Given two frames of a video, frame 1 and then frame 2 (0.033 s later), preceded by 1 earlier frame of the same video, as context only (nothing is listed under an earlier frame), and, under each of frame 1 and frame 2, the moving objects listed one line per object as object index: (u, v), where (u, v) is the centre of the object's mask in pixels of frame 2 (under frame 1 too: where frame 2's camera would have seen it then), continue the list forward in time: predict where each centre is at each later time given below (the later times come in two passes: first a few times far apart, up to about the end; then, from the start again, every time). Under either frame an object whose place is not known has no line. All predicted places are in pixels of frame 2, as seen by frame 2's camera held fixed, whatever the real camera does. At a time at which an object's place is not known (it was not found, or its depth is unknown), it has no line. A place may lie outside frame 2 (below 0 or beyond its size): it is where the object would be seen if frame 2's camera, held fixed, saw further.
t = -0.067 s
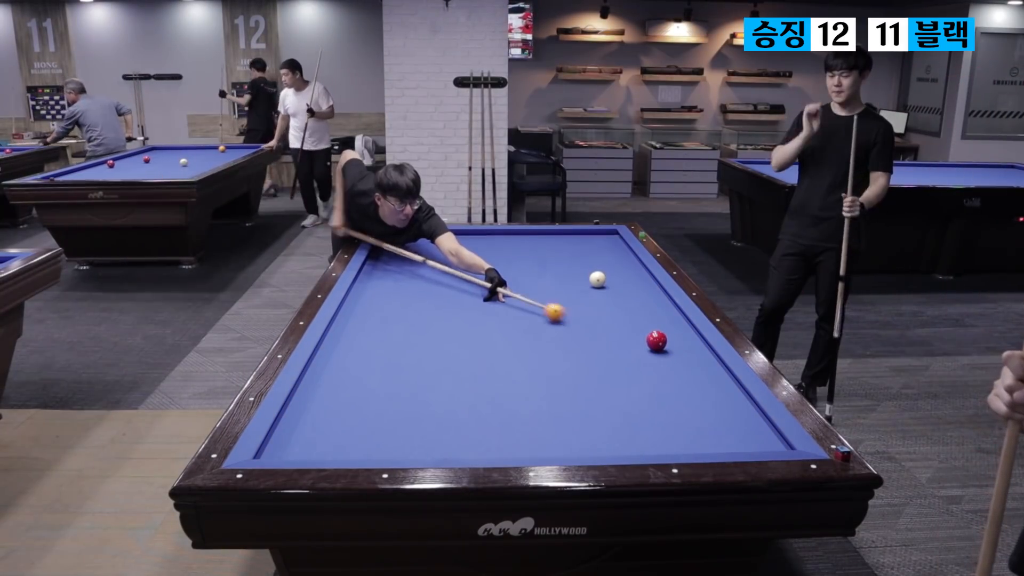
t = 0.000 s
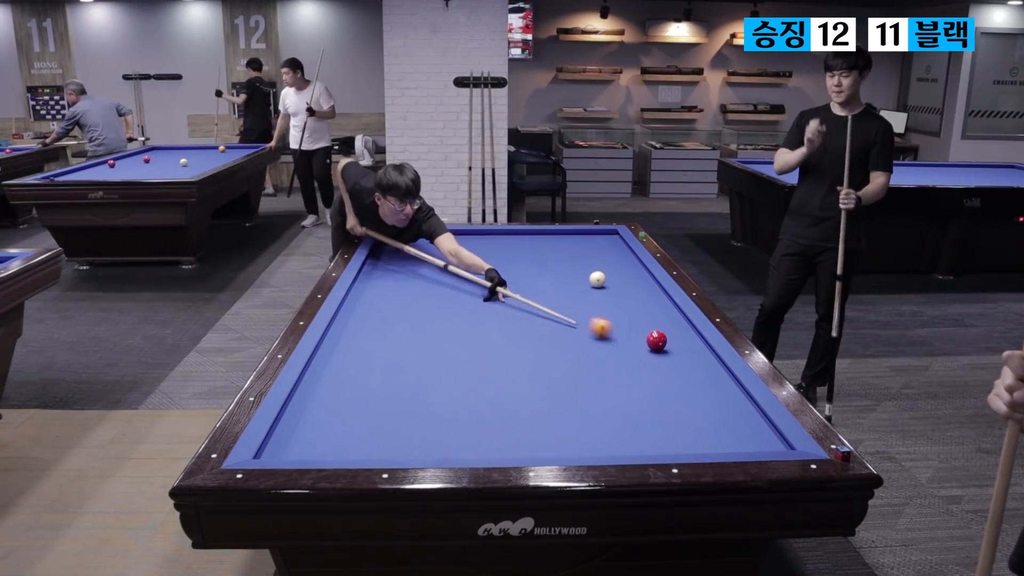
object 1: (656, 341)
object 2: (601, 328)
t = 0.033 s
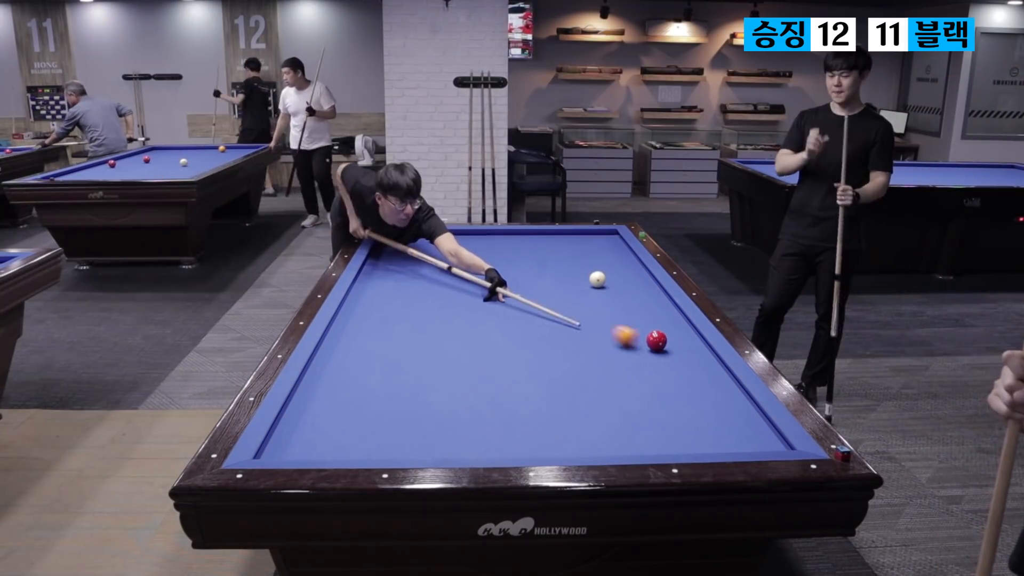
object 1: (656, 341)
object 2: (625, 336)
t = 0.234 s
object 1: (646, 348)
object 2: (648, 383)
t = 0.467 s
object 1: (555, 356)
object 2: (670, 440)
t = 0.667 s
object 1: (477, 362)
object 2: (684, 416)
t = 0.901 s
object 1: (383, 370)
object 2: (697, 387)
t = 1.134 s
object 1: (329, 375)
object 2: (709, 365)
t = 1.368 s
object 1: (389, 377)
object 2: (689, 344)
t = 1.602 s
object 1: (443, 380)
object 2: (663, 325)
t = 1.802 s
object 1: (490, 382)
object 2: (643, 311)
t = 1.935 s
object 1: (520, 383)
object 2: (631, 303)
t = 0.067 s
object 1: (670, 341)
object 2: (637, 344)
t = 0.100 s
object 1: (692, 342)
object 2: (639, 352)
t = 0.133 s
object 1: (691, 343)
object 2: (641, 359)
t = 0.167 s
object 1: (676, 345)
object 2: (643, 367)
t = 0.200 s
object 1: (661, 347)
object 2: (646, 375)
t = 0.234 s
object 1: (646, 348)
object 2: (648, 383)
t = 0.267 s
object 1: (632, 349)
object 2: (651, 391)
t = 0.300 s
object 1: (619, 350)
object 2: (654, 399)
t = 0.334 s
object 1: (606, 351)
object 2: (657, 406)
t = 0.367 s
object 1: (594, 352)
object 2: (660, 415)
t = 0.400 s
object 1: (581, 353)
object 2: (663, 424)
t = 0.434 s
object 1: (568, 354)
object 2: (666, 432)
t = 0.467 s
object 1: (555, 356)
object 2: (670, 440)
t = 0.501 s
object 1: (543, 357)
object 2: (673, 445)
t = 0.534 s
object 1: (530, 358)
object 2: (676, 441)
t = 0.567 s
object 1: (517, 359)
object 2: (678, 435)
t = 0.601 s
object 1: (504, 360)
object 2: (679, 428)
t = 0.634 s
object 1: (491, 361)
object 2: (682, 421)
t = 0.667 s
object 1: (477, 362)
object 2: (684, 416)
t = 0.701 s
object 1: (464, 363)
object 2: (686, 411)
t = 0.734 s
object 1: (451, 364)
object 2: (688, 406)
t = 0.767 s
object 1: (438, 365)
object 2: (690, 402)
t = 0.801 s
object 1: (424, 366)
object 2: (692, 398)
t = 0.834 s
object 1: (411, 367)
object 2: (694, 394)
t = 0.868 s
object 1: (397, 368)
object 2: (695, 391)
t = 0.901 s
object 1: (383, 370)
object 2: (697, 387)
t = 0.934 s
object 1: (369, 370)
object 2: (699, 383)
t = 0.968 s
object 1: (355, 372)
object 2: (701, 380)
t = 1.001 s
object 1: (342, 373)
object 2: (702, 377)
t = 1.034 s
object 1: (328, 373)
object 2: (704, 374)
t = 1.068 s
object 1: (314, 375)
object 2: (706, 371)
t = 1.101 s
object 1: (318, 375)
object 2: (707, 368)
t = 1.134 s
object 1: (329, 375)
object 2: (709, 365)
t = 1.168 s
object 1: (340, 376)
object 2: (710, 362)
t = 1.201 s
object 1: (349, 376)
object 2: (711, 359)
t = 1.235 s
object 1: (358, 376)
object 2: (706, 356)
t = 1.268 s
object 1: (366, 376)
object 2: (702, 352)
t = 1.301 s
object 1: (374, 377)
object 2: (697, 350)
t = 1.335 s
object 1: (382, 377)
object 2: (693, 346)
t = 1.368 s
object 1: (389, 377)
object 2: (689, 344)
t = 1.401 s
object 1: (397, 378)
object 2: (685, 341)
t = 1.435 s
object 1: (405, 378)
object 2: (681, 338)
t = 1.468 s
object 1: (413, 378)
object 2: (677, 335)
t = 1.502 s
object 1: (420, 379)
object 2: (674, 333)
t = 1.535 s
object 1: (428, 379)
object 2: (670, 330)
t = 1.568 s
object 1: (436, 380)
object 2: (666, 328)
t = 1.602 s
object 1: (443, 380)
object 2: (663, 325)
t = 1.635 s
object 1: (451, 381)
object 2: (659, 323)
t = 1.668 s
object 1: (459, 380)
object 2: (656, 320)
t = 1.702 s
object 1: (467, 381)
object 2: (653, 318)
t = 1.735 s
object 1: (474, 381)
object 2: (649, 315)
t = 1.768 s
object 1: (482, 382)
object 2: (646, 313)
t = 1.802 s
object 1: (490, 382)
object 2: (643, 311)
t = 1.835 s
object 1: (497, 382)
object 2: (640, 309)
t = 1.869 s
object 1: (505, 383)
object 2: (637, 307)
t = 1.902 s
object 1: (513, 382)
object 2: (634, 305)
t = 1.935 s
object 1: (520, 383)
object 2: (631, 303)
